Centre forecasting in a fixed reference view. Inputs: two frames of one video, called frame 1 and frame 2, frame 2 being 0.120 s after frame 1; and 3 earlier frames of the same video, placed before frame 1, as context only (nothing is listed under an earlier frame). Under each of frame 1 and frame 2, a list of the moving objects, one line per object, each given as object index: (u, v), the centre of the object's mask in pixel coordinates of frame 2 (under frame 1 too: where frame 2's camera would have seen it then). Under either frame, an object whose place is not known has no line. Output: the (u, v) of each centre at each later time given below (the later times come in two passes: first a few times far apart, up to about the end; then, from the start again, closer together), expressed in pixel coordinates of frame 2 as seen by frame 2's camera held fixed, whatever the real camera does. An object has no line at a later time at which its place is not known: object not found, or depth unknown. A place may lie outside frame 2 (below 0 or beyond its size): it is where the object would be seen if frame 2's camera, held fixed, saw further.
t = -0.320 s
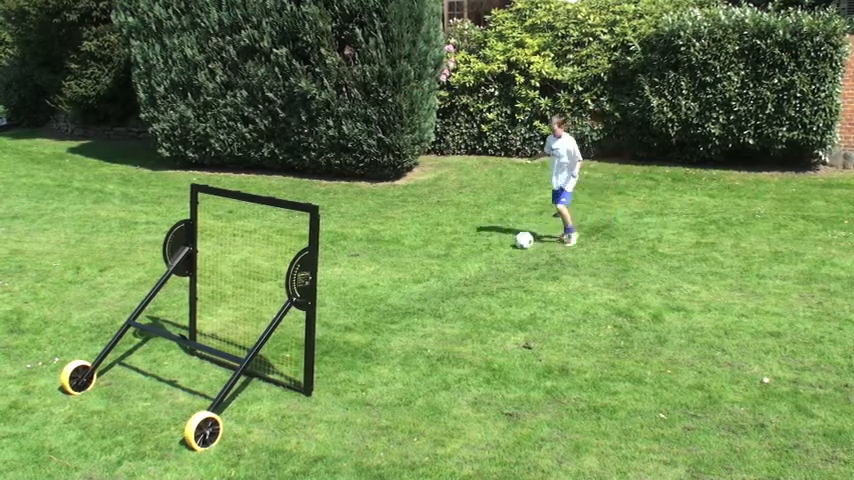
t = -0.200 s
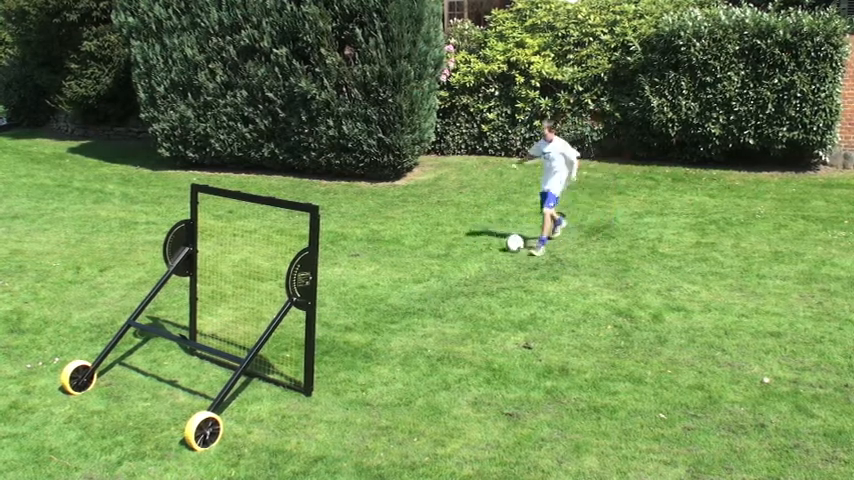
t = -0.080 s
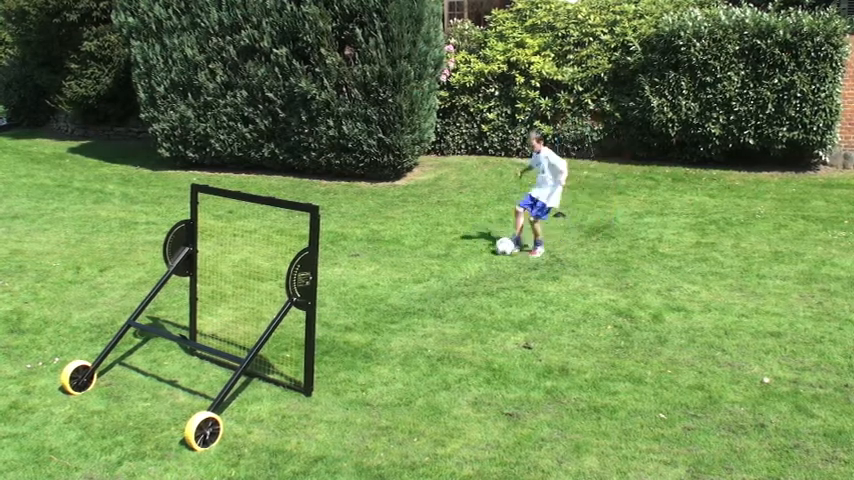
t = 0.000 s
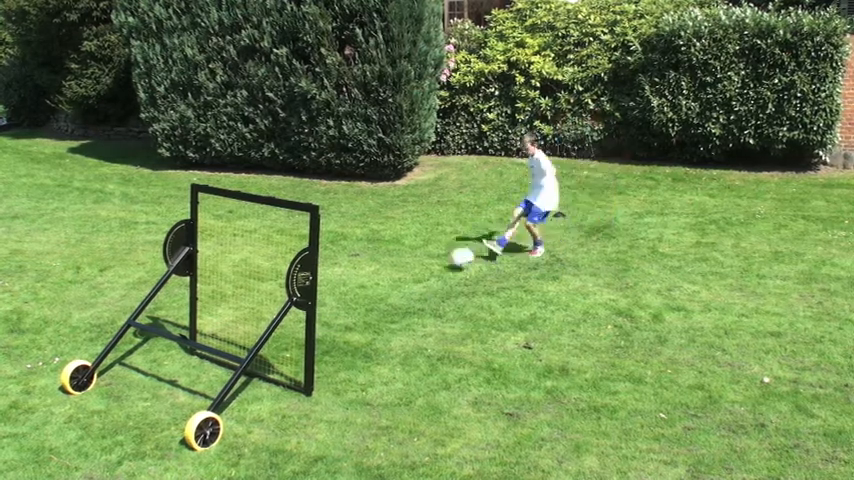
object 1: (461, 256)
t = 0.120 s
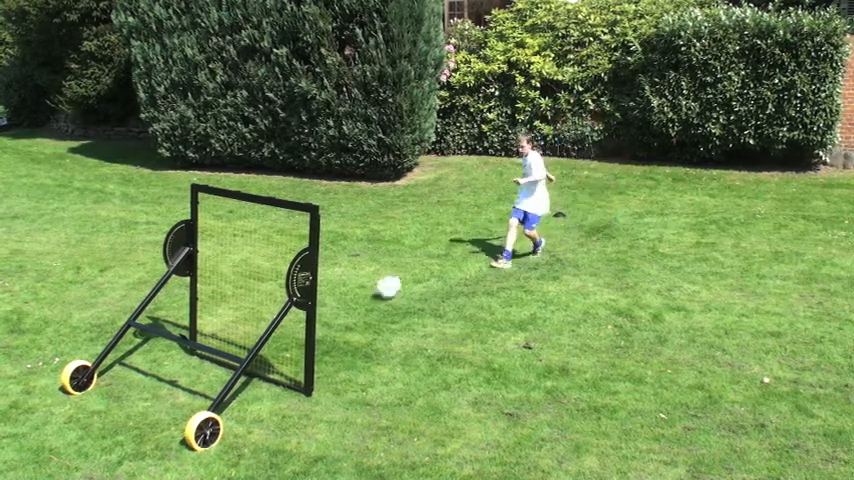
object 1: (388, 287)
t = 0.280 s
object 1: (292, 321)
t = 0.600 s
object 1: (332, 269)
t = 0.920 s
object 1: (445, 259)
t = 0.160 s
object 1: (361, 300)
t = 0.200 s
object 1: (338, 306)
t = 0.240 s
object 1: (321, 311)
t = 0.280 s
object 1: (292, 321)
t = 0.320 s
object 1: (259, 327)
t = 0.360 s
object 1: (237, 342)
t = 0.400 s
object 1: (240, 332)
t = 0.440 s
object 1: (261, 315)
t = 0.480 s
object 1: (277, 299)
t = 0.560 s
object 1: (322, 277)
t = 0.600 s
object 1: (332, 269)
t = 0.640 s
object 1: (348, 262)
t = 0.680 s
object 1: (364, 258)
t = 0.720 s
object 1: (379, 254)
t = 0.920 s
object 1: (445, 259)
